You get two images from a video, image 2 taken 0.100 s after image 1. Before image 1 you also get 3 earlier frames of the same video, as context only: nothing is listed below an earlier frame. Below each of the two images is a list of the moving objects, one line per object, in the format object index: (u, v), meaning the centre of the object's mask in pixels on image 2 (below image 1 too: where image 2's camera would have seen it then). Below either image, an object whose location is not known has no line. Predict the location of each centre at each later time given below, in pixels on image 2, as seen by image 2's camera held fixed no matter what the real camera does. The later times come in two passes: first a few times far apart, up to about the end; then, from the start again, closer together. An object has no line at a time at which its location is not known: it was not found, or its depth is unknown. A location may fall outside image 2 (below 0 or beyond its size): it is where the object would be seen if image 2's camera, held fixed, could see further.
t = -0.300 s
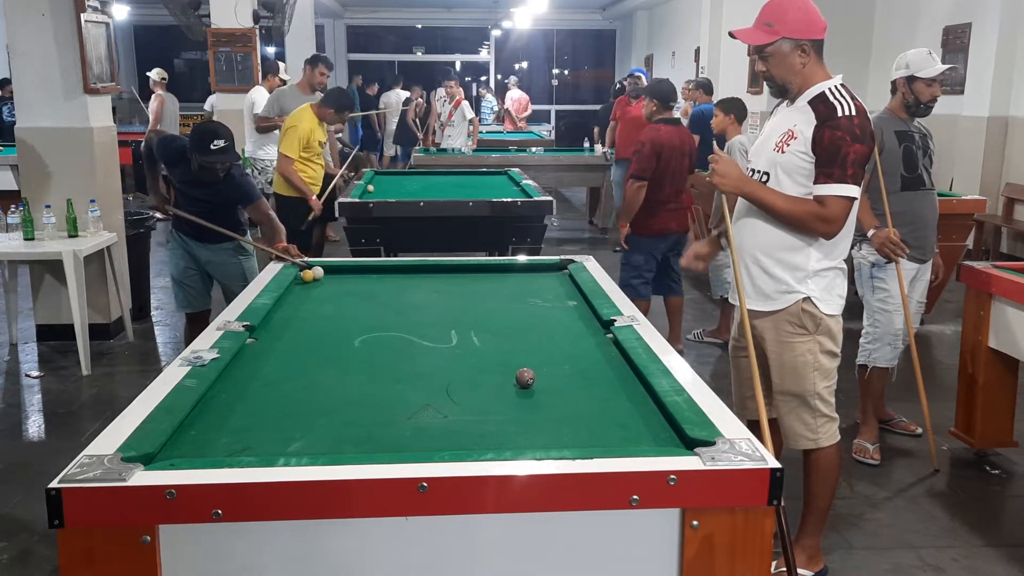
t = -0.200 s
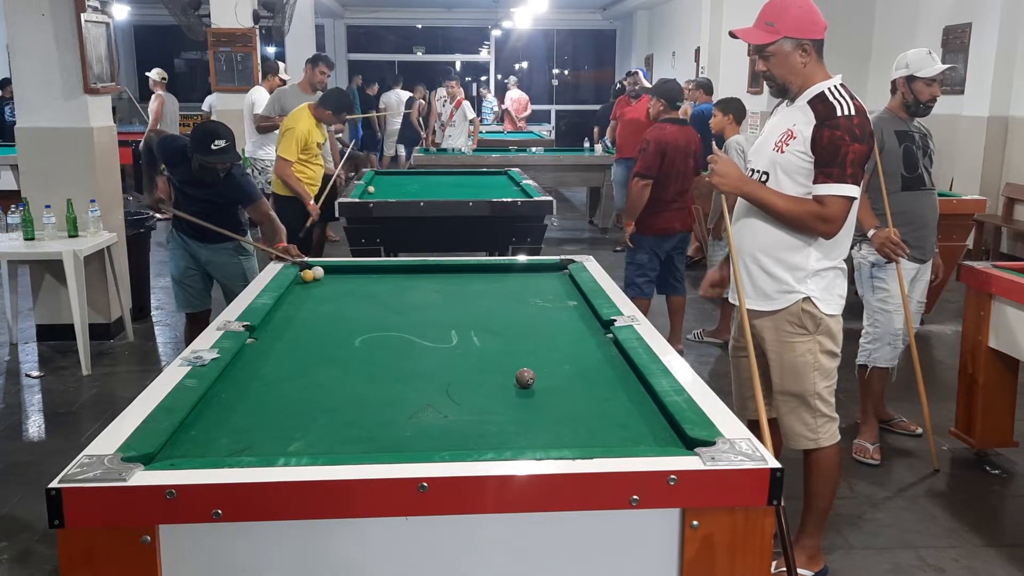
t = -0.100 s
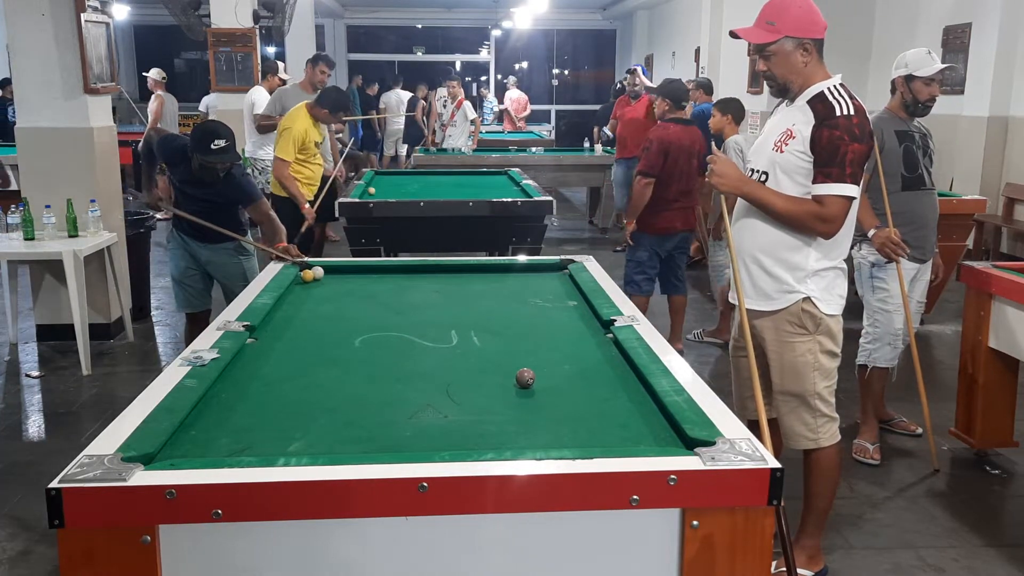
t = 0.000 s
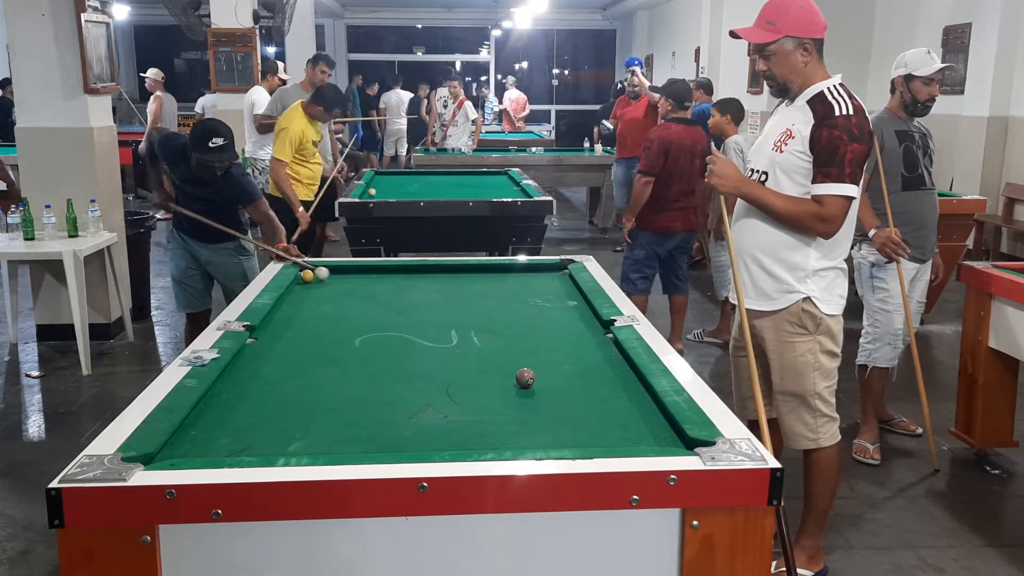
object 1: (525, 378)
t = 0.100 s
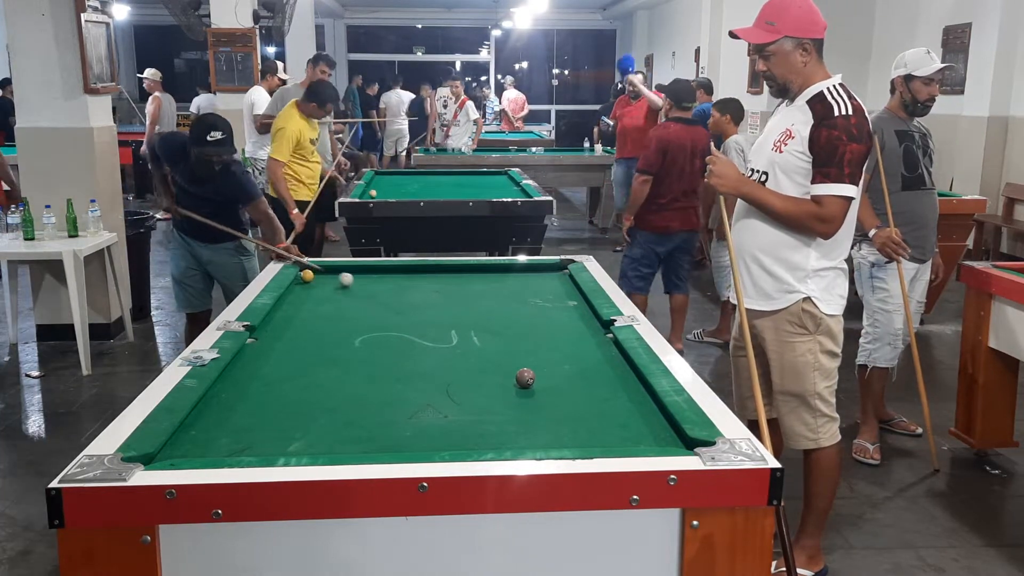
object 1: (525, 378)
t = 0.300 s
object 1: (525, 378)
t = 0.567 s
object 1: (525, 378)
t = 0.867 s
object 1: (525, 378)
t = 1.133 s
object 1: (525, 378)
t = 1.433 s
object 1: (507, 382)
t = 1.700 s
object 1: (454, 393)
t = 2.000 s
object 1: (393, 405)
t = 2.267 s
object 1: (339, 416)
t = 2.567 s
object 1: (278, 429)
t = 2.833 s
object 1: (224, 434)
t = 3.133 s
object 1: (173, 448)
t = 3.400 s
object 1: (202, 450)
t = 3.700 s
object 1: (233, 452)
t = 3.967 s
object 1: (253, 451)
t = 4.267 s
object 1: (271, 450)
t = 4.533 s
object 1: (282, 449)
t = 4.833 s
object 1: (291, 448)
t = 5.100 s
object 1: (294, 447)
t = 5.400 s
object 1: (294, 447)
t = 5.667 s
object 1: (295, 447)
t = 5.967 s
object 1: (295, 447)
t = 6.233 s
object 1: (295, 447)
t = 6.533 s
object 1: (294, 448)
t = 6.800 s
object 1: (295, 447)
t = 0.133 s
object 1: (525, 378)
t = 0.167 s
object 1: (525, 378)
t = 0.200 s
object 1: (525, 378)
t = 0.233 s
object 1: (525, 378)
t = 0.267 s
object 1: (525, 378)
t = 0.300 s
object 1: (525, 378)
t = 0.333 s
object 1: (525, 378)
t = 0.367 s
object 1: (525, 378)
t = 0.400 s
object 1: (525, 378)
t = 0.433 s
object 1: (525, 378)
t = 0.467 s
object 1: (525, 378)
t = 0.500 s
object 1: (525, 378)
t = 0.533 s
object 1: (525, 378)
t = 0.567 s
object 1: (525, 378)
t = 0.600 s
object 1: (525, 378)
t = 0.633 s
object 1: (525, 378)
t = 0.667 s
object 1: (525, 378)
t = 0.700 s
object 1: (525, 378)
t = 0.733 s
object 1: (525, 378)
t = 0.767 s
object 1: (525, 378)
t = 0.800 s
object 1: (525, 378)
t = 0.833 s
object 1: (525, 378)
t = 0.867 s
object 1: (525, 378)
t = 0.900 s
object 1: (525, 378)
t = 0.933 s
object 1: (525, 378)
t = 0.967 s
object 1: (525, 378)
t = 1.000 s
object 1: (525, 378)
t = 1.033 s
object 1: (525, 378)
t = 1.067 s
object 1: (525, 378)
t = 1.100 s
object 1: (525, 378)
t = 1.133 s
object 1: (525, 378)
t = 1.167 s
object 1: (525, 378)
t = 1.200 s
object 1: (525, 378)
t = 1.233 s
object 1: (525, 378)
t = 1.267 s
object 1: (525, 378)
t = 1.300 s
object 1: (525, 378)
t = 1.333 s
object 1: (525, 378)
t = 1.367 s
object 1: (522, 379)
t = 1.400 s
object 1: (514, 380)
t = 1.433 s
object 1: (507, 382)
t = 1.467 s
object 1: (500, 383)
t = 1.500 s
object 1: (494, 384)
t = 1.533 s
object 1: (487, 386)
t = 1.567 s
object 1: (480, 387)
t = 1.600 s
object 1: (474, 388)
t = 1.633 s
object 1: (467, 390)
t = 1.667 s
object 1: (461, 391)
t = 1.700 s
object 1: (454, 393)
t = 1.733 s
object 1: (448, 394)
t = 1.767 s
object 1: (441, 396)
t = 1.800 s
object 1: (434, 397)
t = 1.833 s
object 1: (427, 398)
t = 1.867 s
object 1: (421, 400)
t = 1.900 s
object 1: (414, 401)
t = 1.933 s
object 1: (407, 402)
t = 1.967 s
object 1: (400, 404)
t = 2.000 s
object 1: (393, 405)
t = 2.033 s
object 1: (387, 407)
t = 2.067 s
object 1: (380, 408)
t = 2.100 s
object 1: (373, 409)
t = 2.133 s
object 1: (366, 411)
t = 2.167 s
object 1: (359, 412)
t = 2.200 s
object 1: (353, 413)
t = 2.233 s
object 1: (345, 415)
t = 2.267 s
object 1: (339, 416)
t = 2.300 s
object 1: (332, 418)
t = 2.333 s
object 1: (325, 419)
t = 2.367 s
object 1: (318, 420)
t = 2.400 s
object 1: (312, 422)
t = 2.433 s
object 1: (305, 423)
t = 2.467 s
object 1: (298, 424)
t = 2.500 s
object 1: (291, 426)
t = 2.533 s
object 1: (285, 427)
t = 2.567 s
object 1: (278, 429)
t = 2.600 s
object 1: (271, 430)
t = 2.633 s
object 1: (265, 431)
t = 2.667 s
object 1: (258, 433)
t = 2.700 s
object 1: (251, 434)
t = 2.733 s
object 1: (244, 436)
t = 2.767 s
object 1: (238, 437)
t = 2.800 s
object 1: (232, 436)
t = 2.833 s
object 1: (224, 434)
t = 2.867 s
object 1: (218, 442)
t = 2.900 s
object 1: (211, 438)
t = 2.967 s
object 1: (199, 441)
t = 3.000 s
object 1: (196, 441)
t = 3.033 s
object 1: (188, 444)
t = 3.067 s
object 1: (184, 443)
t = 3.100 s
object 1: (174, 447)
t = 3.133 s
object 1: (173, 448)
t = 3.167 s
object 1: (177, 448)
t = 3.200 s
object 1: (182, 446)
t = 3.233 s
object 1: (185, 449)
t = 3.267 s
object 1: (189, 449)
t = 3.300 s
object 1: (192, 449)
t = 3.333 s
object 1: (196, 450)
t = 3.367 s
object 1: (199, 450)
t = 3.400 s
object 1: (202, 450)
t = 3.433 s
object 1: (206, 450)
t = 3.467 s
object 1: (211, 450)
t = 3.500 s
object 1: (214, 451)
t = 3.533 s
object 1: (217, 450)
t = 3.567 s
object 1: (220, 450)
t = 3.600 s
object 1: (224, 451)
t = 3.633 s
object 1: (227, 451)
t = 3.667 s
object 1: (230, 451)
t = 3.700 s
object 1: (233, 452)
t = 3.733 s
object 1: (237, 452)
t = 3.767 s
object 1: (240, 452)
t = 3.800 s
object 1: (242, 452)
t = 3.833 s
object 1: (244, 451)
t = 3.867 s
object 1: (246, 451)
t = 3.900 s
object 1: (249, 451)
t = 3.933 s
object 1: (252, 451)
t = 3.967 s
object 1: (253, 451)
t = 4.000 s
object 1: (256, 451)
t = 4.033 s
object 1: (258, 451)
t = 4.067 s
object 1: (260, 450)
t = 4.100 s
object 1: (261, 450)
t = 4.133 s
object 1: (264, 450)
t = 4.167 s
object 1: (267, 450)
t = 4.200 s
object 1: (268, 450)
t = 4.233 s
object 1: (269, 450)
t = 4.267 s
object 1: (271, 450)
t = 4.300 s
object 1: (273, 449)
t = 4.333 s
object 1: (274, 449)
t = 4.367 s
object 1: (276, 449)
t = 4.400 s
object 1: (277, 449)
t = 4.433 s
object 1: (278, 449)
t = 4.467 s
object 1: (280, 449)
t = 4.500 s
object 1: (281, 449)
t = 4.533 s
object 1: (282, 449)
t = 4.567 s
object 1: (284, 448)
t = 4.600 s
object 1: (285, 448)
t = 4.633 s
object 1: (286, 448)
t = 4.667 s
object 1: (287, 448)
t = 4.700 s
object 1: (288, 448)
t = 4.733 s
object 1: (289, 448)
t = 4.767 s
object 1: (290, 448)
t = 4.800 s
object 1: (291, 448)
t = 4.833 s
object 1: (291, 448)
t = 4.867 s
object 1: (292, 448)
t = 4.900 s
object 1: (292, 448)
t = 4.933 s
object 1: (293, 448)
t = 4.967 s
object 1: (293, 447)
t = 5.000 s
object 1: (294, 447)
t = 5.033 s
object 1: (294, 447)
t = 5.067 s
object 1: (294, 447)
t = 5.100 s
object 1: (294, 447)
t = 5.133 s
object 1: (294, 447)
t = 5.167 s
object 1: (294, 447)
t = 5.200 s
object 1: (294, 447)
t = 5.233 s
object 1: (295, 447)
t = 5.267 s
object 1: (294, 447)
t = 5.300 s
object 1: (294, 448)
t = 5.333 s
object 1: (294, 447)
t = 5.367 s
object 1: (294, 447)
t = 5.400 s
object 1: (294, 447)
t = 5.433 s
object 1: (294, 447)
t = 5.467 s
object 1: (294, 447)
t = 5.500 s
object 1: (295, 447)
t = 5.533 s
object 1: (295, 447)
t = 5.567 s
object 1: (295, 447)
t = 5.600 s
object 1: (295, 447)
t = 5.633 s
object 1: (295, 447)
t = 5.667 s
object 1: (295, 447)
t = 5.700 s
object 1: (295, 447)
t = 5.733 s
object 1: (295, 447)
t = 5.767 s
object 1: (295, 447)
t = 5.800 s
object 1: (295, 447)
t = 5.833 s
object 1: (295, 447)
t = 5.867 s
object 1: (295, 447)
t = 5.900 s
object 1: (295, 447)
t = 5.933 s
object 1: (295, 447)
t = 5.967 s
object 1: (295, 447)
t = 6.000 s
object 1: (295, 447)
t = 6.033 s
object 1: (295, 448)
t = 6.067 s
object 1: (295, 447)
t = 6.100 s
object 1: (295, 447)
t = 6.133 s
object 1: (295, 447)
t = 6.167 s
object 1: (295, 447)
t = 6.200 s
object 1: (295, 447)
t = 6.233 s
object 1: (295, 447)
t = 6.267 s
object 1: (295, 447)
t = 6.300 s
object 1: (295, 447)
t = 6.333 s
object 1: (295, 447)
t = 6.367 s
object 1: (294, 448)
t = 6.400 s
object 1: (293, 449)
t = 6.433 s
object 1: (293, 449)
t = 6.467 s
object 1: (294, 449)
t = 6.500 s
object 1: (294, 449)
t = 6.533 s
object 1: (294, 448)
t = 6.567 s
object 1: (295, 448)
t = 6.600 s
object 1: (295, 447)
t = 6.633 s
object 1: (295, 447)
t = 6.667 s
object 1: (295, 447)
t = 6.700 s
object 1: (295, 447)
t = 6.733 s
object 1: (295, 447)
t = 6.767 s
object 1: (295, 447)
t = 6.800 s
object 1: (295, 447)
